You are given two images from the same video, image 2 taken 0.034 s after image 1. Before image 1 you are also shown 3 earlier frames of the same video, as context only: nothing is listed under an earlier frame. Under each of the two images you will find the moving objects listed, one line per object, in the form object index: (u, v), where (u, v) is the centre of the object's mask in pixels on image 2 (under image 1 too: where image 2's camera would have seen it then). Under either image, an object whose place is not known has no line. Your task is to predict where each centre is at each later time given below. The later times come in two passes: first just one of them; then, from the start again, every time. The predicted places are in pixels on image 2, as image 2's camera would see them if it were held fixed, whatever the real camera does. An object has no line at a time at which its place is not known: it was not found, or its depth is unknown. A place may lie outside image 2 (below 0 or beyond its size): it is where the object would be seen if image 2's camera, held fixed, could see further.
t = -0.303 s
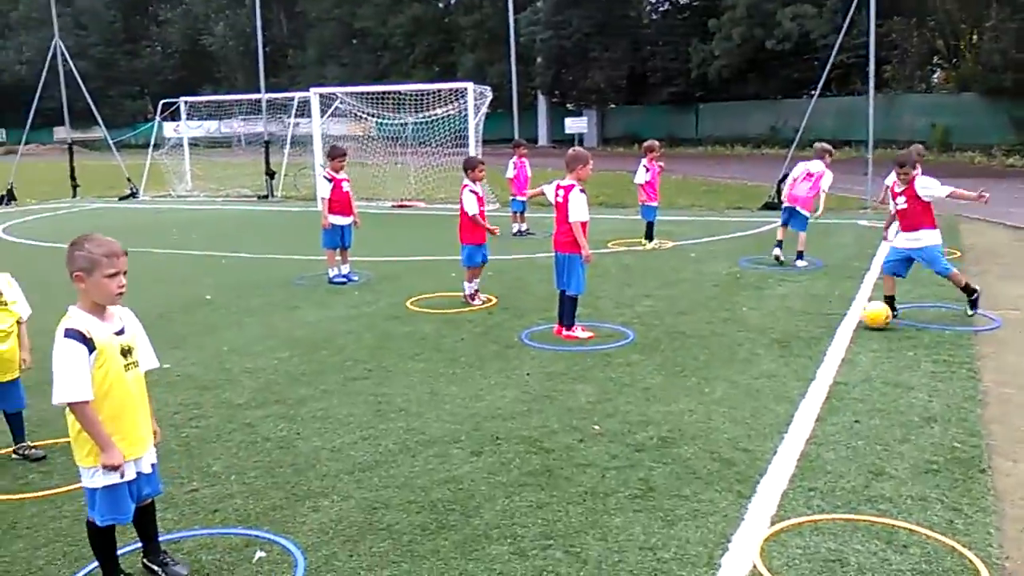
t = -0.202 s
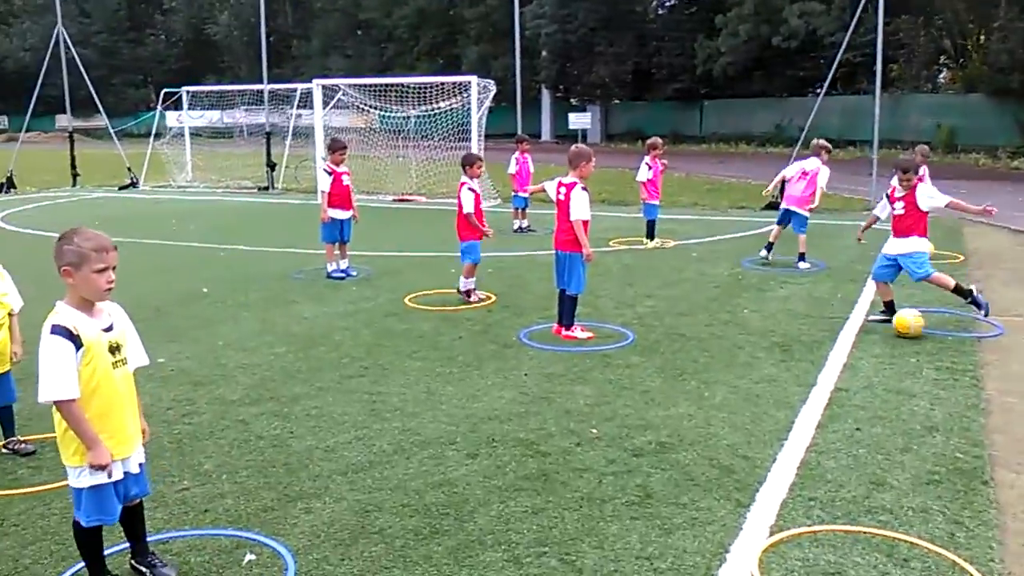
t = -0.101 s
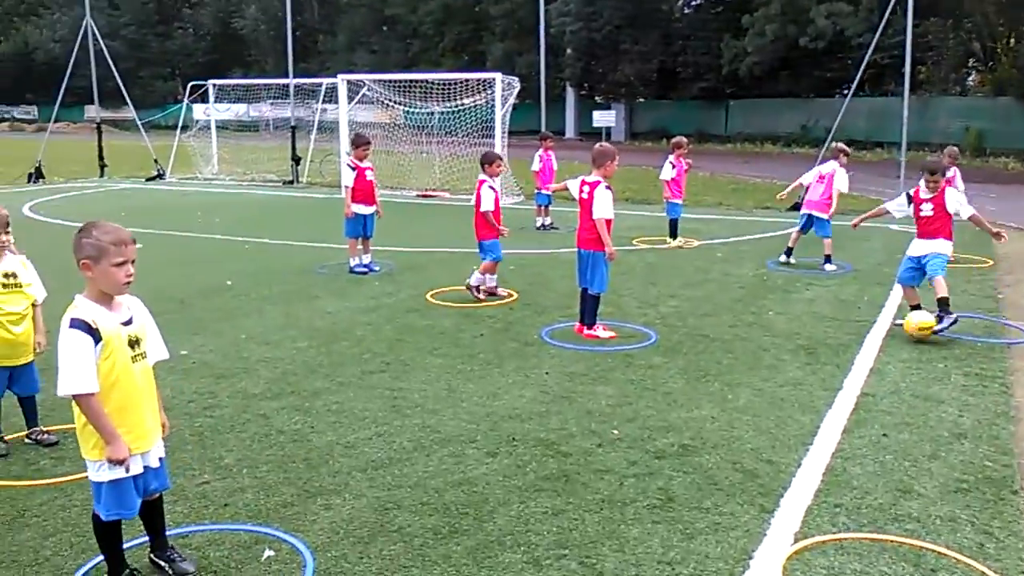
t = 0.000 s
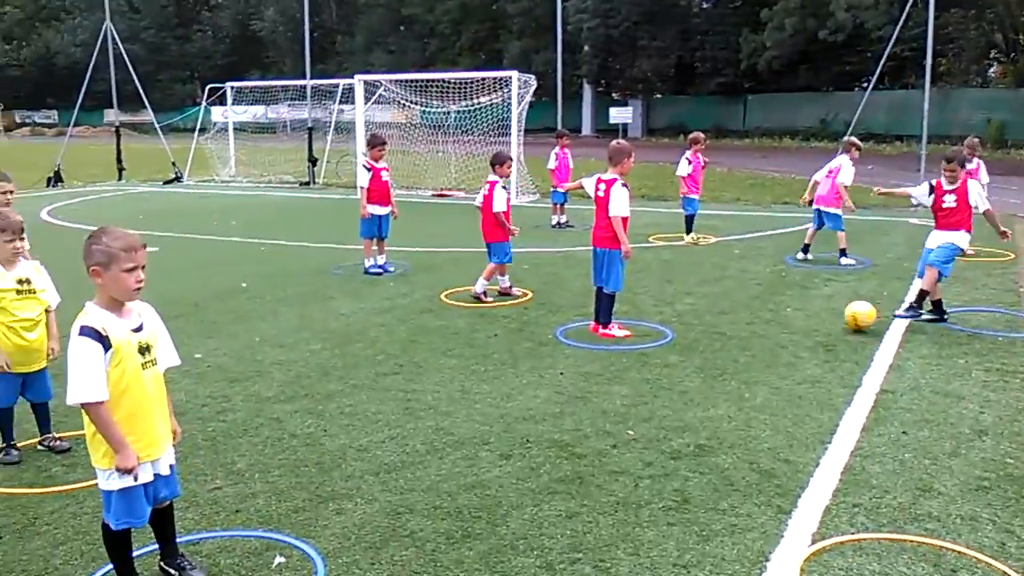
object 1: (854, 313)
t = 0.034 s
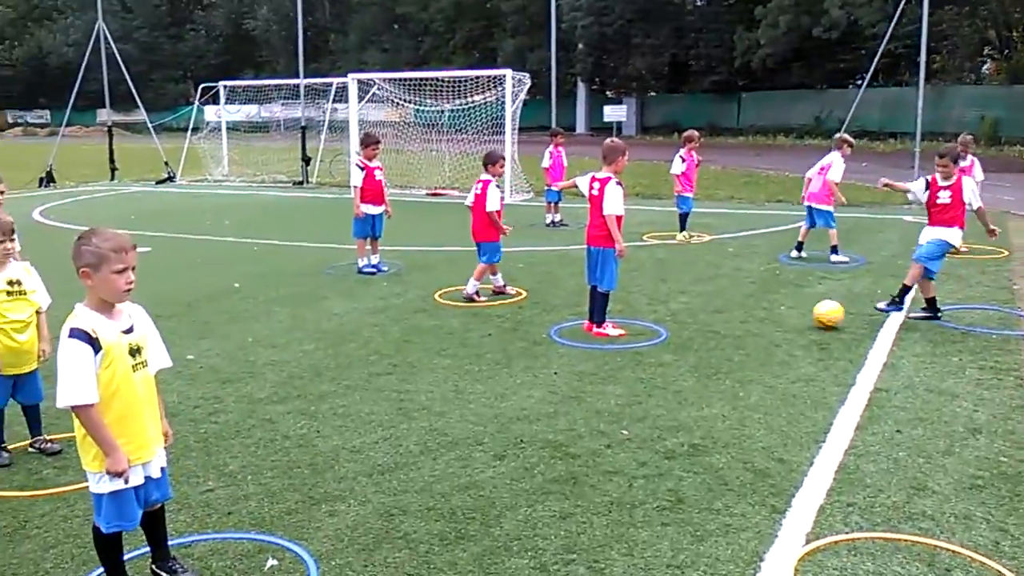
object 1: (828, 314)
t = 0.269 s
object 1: (694, 301)
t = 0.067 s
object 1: (807, 311)
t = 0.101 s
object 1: (786, 309)
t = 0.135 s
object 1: (765, 307)
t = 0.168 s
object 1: (746, 309)
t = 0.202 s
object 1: (726, 309)
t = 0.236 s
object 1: (710, 304)
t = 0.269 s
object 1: (694, 301)
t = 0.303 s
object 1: (679, 300)
